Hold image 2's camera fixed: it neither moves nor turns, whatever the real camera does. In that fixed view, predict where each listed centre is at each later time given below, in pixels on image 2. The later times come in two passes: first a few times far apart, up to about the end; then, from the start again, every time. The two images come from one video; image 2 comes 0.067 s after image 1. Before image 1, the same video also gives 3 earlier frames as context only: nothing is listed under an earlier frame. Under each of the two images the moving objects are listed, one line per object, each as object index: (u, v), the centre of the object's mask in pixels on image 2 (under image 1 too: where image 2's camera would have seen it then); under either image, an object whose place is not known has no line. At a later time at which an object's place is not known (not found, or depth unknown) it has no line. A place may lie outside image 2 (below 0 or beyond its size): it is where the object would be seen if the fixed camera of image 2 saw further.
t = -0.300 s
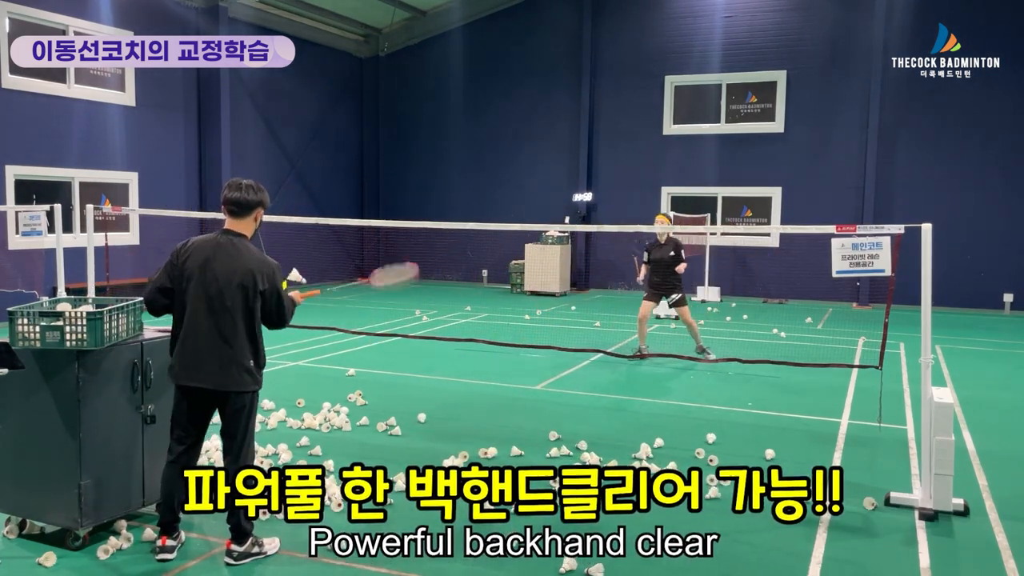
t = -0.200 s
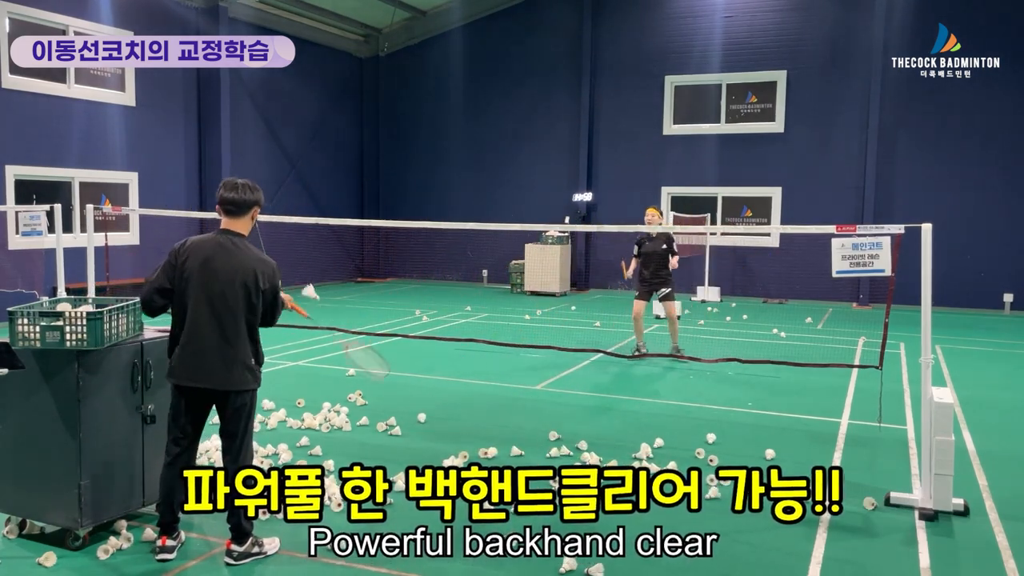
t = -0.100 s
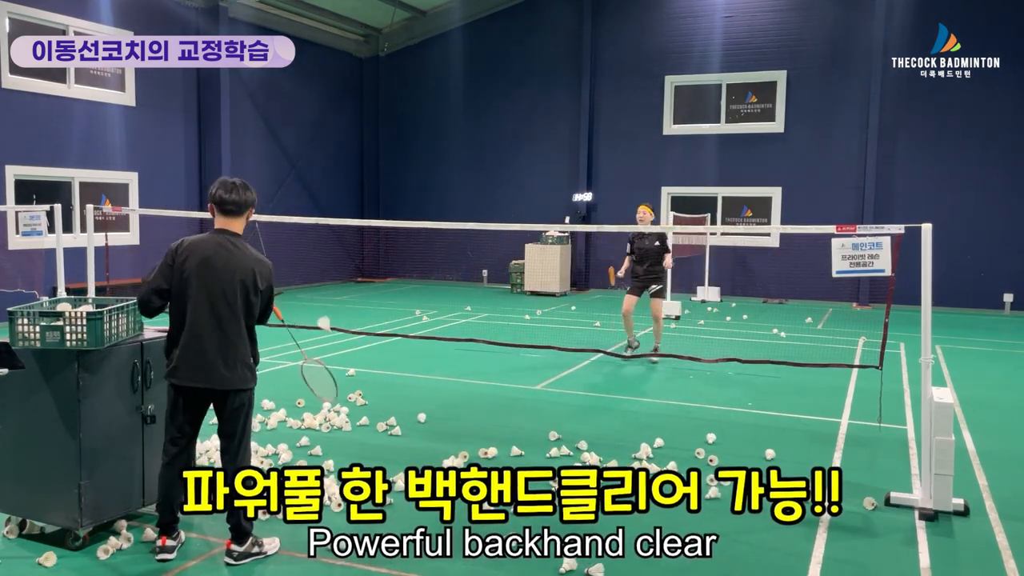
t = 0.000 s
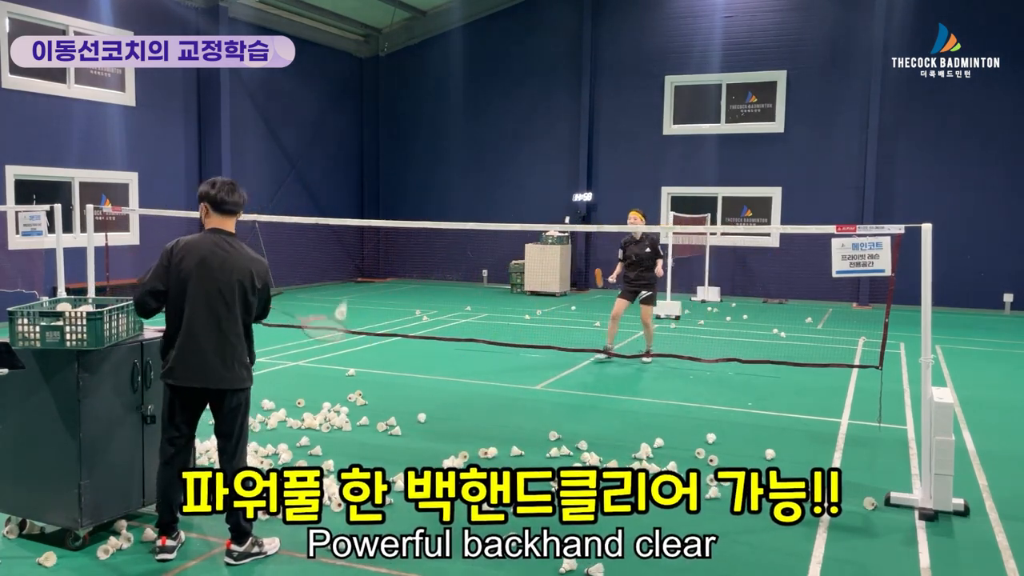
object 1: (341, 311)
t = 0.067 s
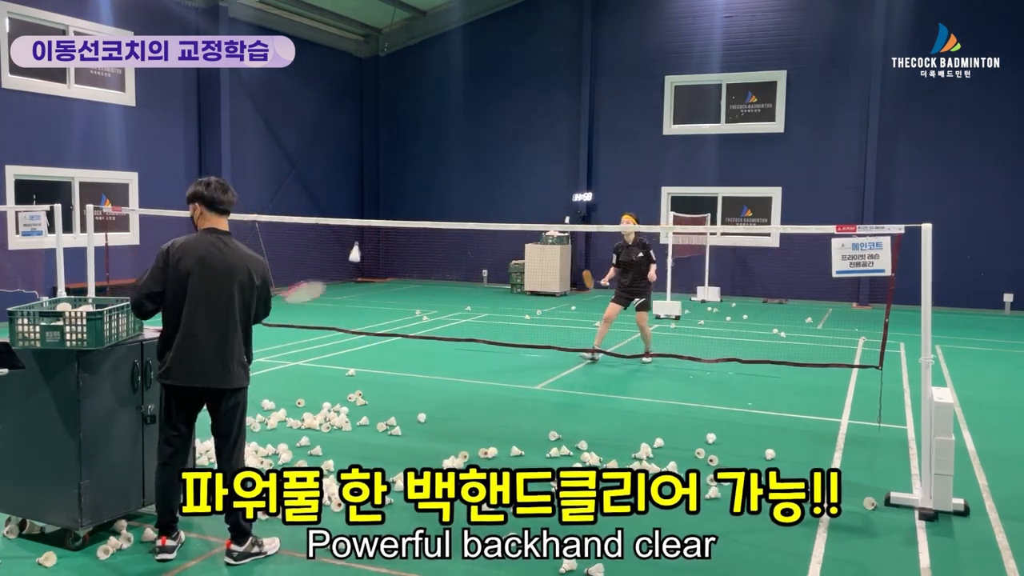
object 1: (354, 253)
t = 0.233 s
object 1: (374, 172)
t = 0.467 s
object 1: (390, 152)
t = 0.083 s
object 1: (357, 241)
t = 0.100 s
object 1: (359, 232)
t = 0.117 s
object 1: (362, 220)
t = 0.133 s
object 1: (364, 210)
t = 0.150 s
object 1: (366, 202)
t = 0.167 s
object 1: (368, 194)
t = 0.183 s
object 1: (369, 188)
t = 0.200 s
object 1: (371, 182)
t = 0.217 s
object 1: (373, 177)
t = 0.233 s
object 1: (374, 172)
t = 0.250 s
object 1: (376, 168)
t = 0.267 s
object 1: (377, 165)
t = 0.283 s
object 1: (378, 161)
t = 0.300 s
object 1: (379, 158)
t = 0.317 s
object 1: (380, 157)
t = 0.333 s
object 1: (382, 154)
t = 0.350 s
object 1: (383, 152)
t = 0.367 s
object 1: (384, 152)
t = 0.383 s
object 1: (385, 151)
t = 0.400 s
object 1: (386, 150)
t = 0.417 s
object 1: (388, 150)
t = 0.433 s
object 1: (388, 151)
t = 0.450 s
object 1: (389, 151)
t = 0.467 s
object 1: (390, 152)
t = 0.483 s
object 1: (391, 154)
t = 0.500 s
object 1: (392, 156)
